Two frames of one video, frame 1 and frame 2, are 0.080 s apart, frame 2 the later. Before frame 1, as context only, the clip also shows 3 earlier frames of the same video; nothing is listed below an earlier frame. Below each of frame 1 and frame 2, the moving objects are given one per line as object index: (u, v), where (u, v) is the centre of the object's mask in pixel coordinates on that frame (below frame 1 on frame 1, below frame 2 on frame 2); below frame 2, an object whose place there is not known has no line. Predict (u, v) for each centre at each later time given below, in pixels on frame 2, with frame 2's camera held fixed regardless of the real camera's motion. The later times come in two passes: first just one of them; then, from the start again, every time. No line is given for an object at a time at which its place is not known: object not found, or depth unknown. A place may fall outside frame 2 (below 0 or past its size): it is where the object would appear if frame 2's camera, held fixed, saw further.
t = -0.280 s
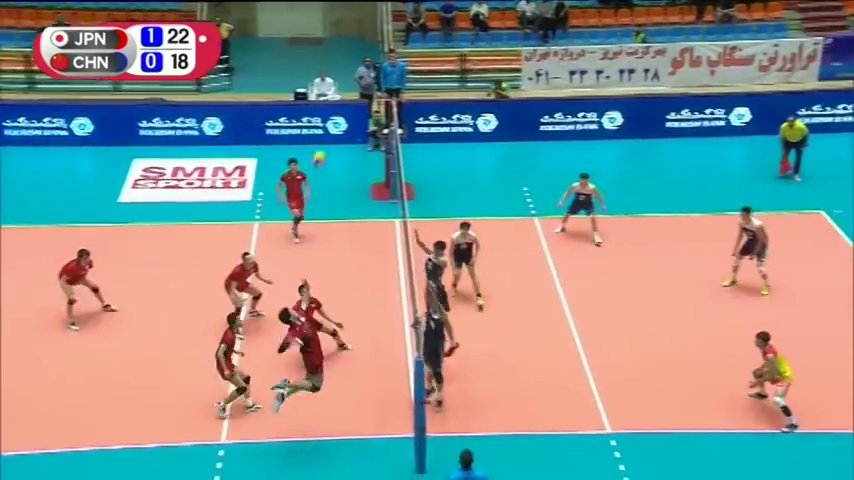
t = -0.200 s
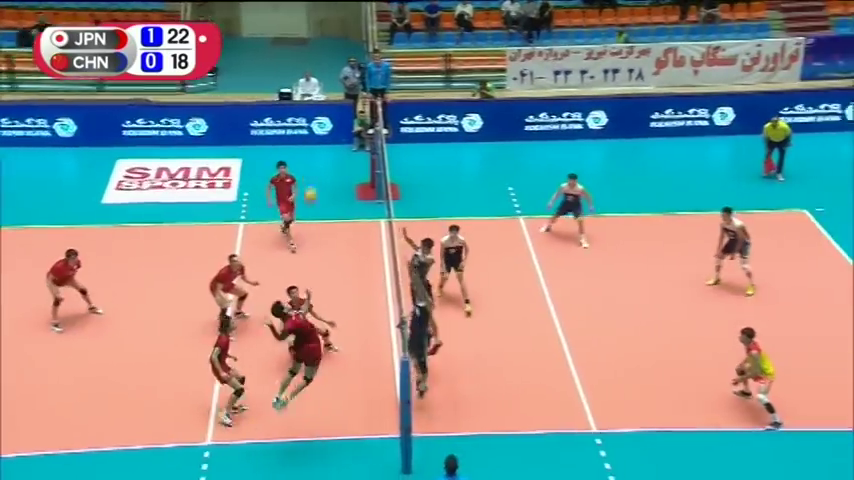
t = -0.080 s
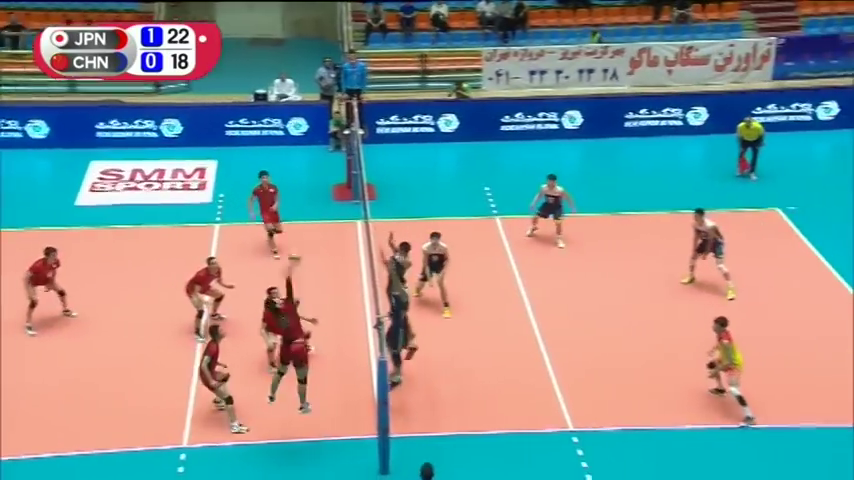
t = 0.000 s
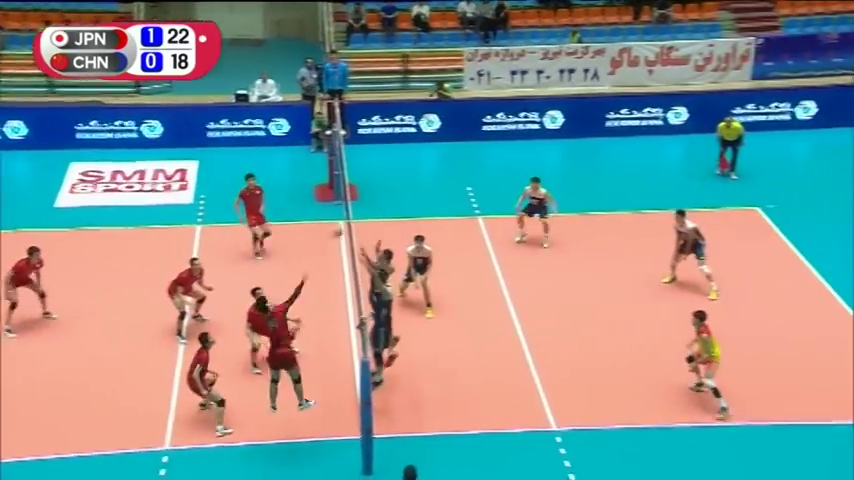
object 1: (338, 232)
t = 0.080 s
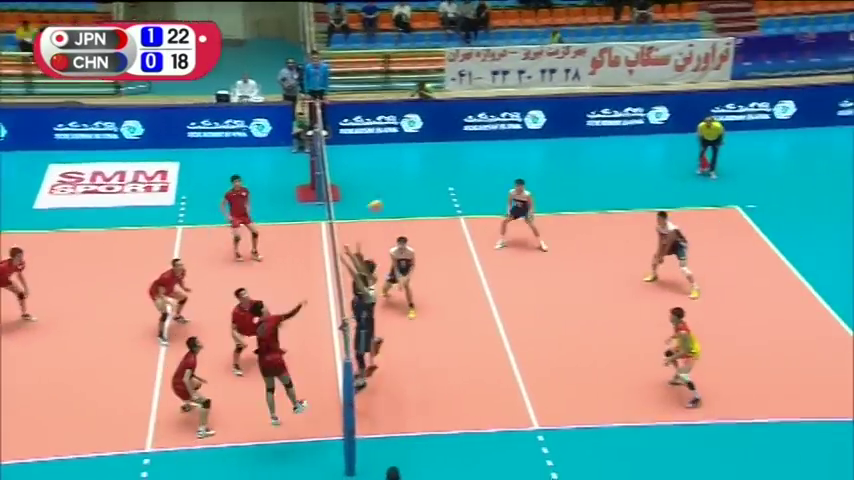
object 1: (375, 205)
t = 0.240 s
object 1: (469, 172)
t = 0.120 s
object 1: (402, 194)
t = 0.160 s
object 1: (426, 186)
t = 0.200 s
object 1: (448, 179)
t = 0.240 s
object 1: (469, 172)
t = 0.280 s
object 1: (490, 167)
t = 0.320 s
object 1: (509, 163)
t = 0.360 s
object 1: (527, 160)
